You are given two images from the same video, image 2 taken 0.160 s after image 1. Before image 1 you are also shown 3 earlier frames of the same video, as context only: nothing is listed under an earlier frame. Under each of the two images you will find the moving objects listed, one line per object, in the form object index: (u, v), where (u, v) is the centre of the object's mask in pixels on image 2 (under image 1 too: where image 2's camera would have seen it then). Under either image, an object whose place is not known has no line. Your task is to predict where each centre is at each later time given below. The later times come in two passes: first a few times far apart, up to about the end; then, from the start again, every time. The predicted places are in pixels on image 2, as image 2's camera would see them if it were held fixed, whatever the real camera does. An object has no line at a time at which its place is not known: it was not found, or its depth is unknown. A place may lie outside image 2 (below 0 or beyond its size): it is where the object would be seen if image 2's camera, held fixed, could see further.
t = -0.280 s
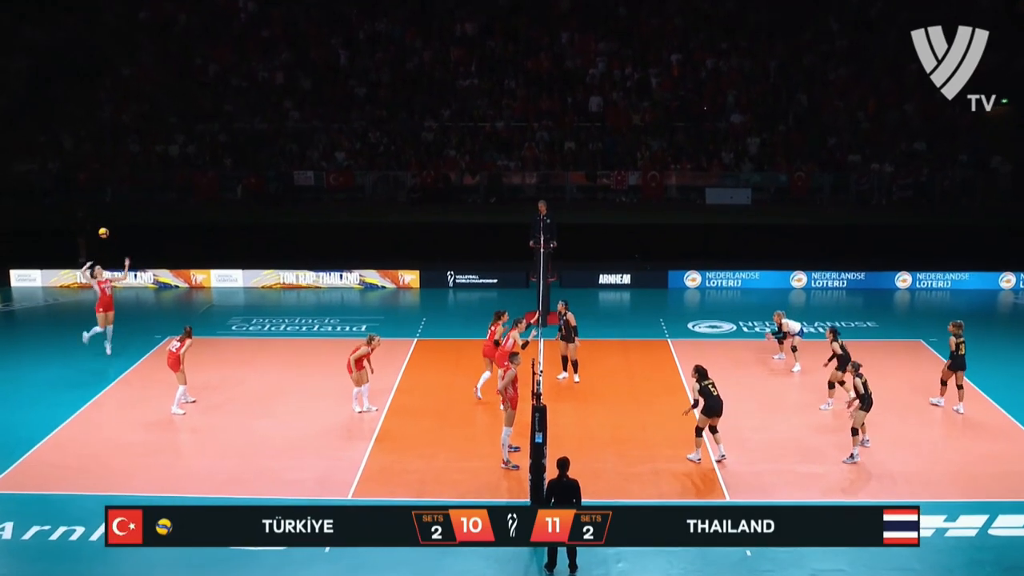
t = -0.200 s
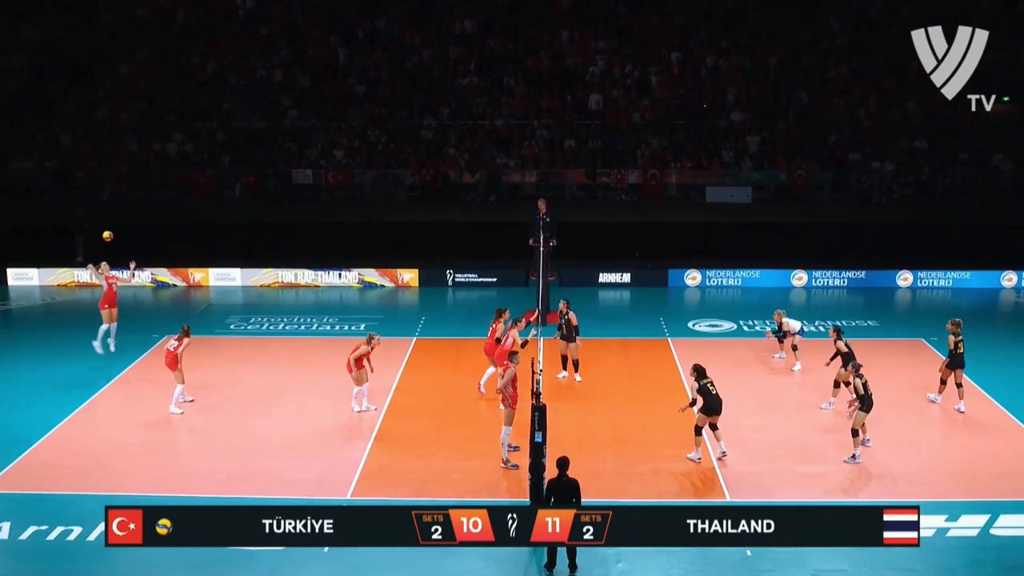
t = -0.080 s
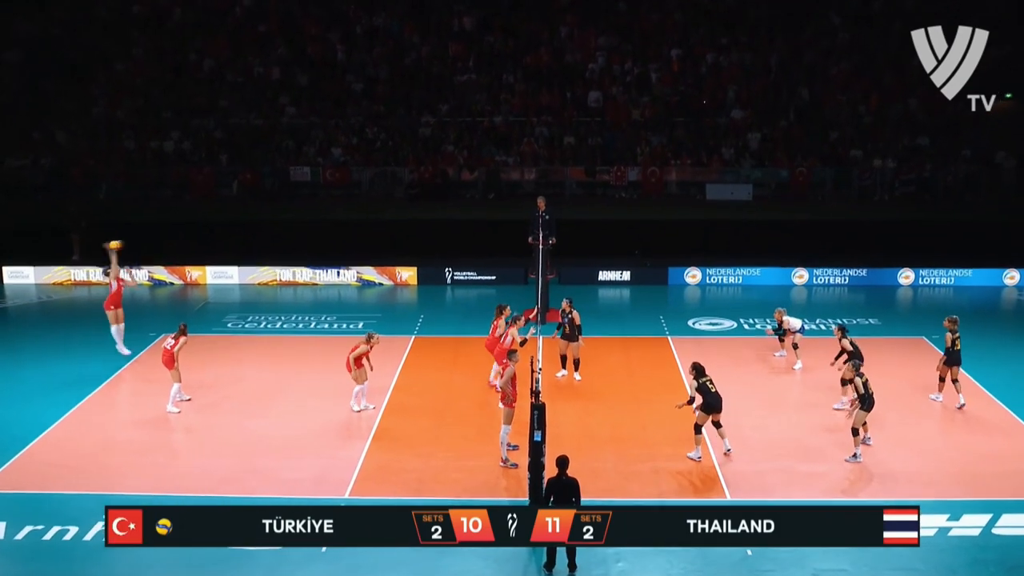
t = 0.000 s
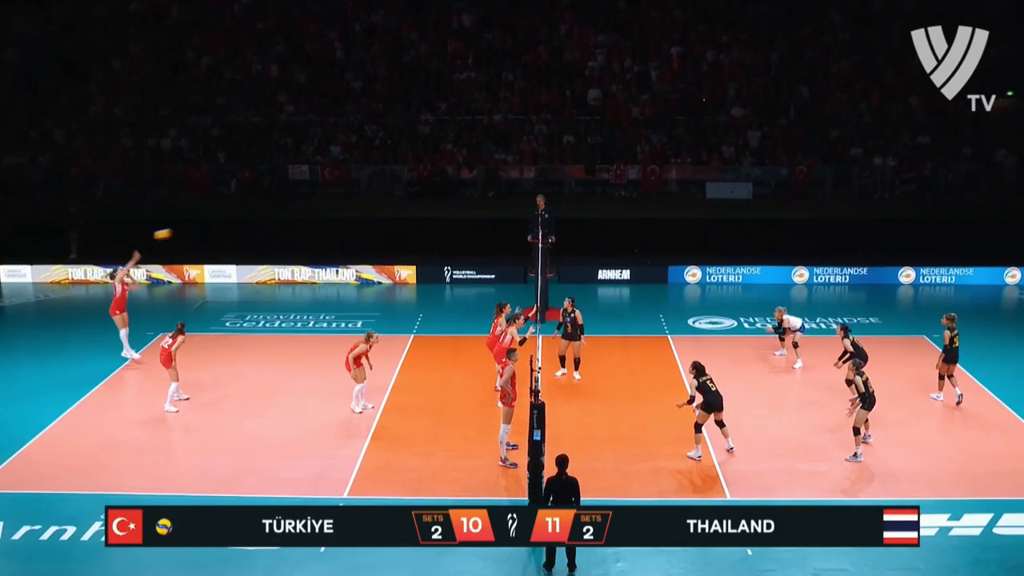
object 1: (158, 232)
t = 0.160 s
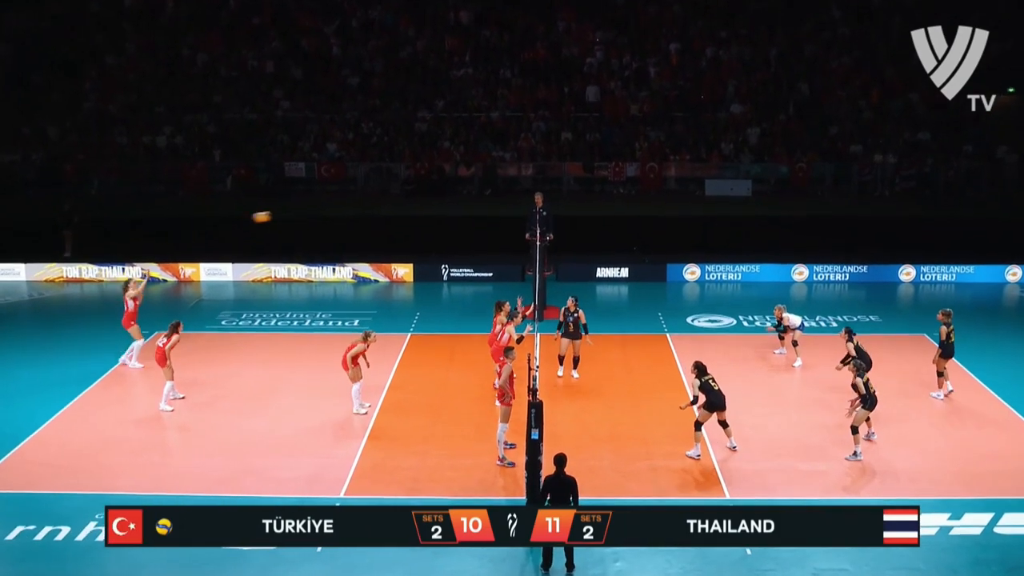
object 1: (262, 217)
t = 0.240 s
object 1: (313, 212)
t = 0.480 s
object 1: (470, 214)
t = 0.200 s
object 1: (287, 214)
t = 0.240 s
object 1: (313, 212)
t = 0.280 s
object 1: (339, 210)
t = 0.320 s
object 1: (366, 209)
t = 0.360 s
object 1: (392, 209)
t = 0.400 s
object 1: (418, 210)
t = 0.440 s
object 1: (444, 211)
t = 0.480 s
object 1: (470, 214)
